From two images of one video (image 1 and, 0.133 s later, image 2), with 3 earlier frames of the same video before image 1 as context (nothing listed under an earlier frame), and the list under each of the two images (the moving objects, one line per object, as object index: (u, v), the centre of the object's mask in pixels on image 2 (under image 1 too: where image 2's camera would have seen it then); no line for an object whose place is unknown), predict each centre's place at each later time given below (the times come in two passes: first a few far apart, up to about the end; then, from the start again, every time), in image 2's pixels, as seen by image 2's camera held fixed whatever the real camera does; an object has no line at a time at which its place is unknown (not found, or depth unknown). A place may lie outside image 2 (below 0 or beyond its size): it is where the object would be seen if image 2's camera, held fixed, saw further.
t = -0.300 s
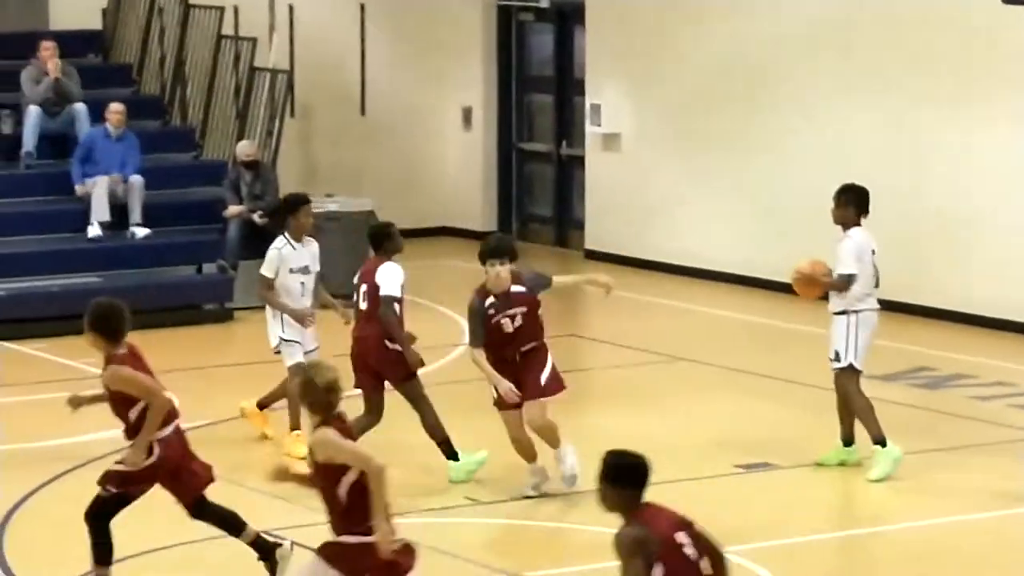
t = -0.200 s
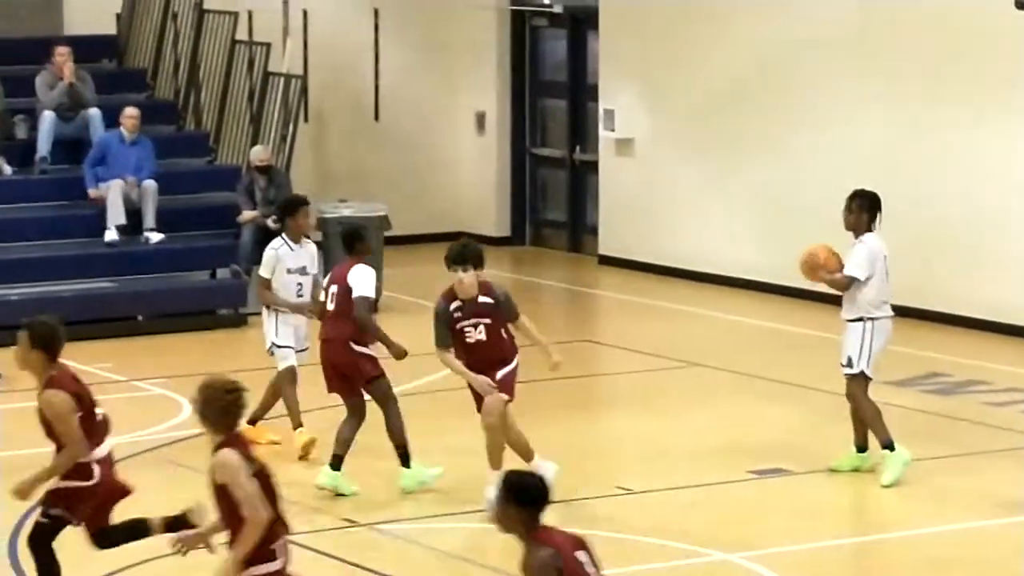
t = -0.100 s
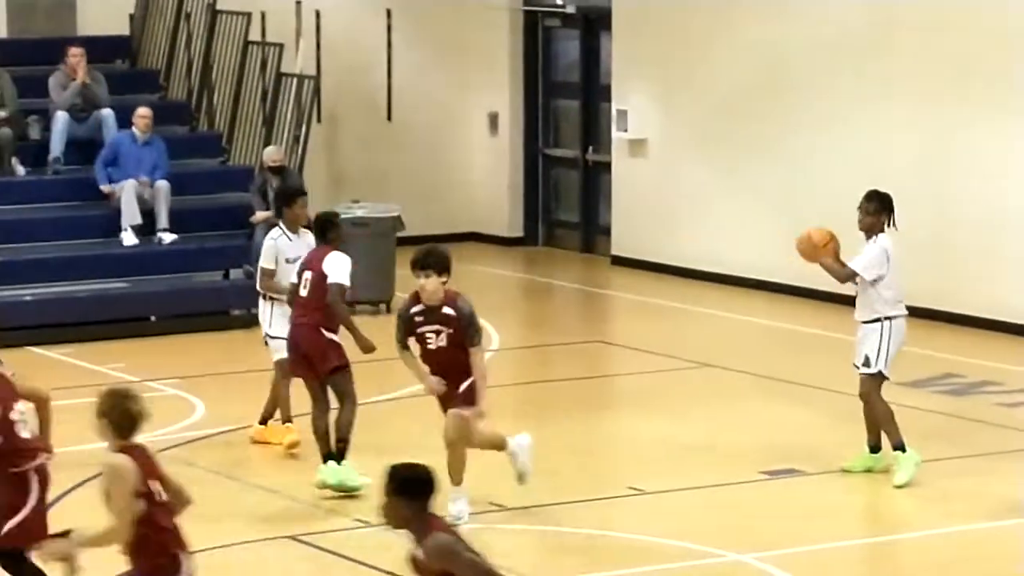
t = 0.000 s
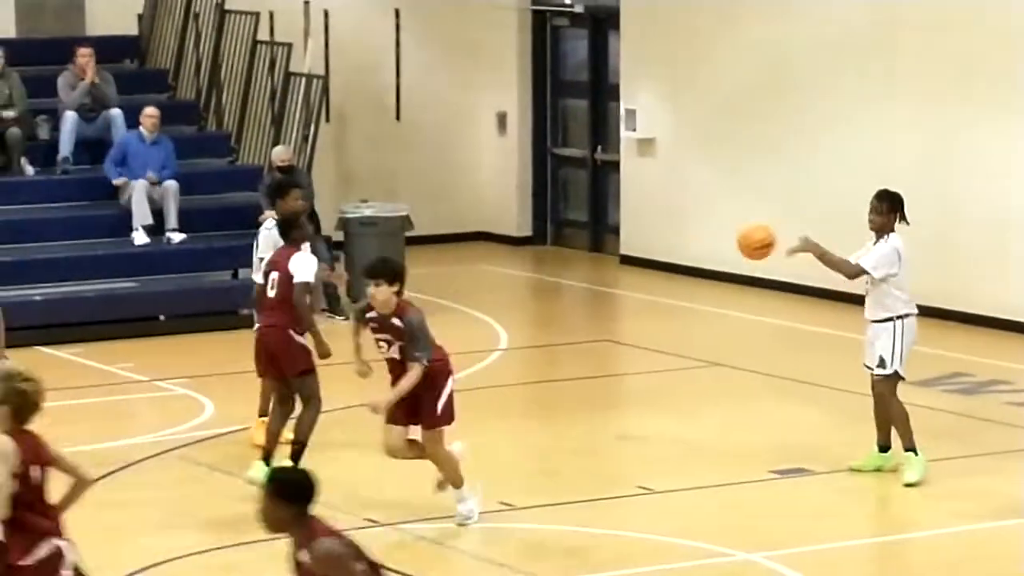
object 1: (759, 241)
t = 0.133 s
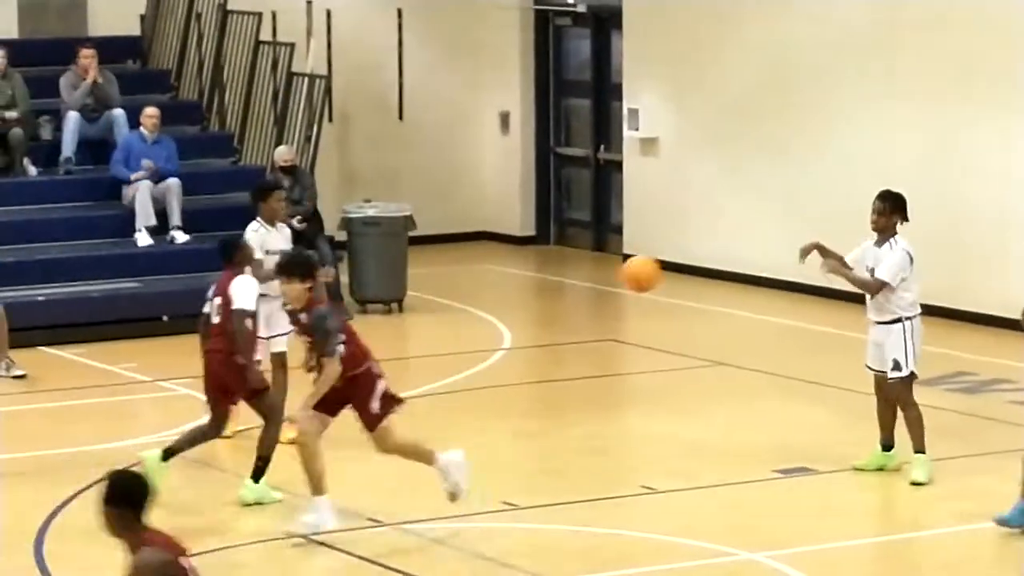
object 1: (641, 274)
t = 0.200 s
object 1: (583, 300)
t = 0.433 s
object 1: (401, 414)
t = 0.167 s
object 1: (611, 286)
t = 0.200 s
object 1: (583, 300)
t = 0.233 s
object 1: (556, 316)
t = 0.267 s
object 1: (528, 333)
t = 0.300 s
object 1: (501, 354)
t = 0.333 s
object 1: (471, 372)
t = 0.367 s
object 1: (445, 395)
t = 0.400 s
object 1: (418, 419)
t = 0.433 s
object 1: (401, 414)
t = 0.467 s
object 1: (388, 393)
